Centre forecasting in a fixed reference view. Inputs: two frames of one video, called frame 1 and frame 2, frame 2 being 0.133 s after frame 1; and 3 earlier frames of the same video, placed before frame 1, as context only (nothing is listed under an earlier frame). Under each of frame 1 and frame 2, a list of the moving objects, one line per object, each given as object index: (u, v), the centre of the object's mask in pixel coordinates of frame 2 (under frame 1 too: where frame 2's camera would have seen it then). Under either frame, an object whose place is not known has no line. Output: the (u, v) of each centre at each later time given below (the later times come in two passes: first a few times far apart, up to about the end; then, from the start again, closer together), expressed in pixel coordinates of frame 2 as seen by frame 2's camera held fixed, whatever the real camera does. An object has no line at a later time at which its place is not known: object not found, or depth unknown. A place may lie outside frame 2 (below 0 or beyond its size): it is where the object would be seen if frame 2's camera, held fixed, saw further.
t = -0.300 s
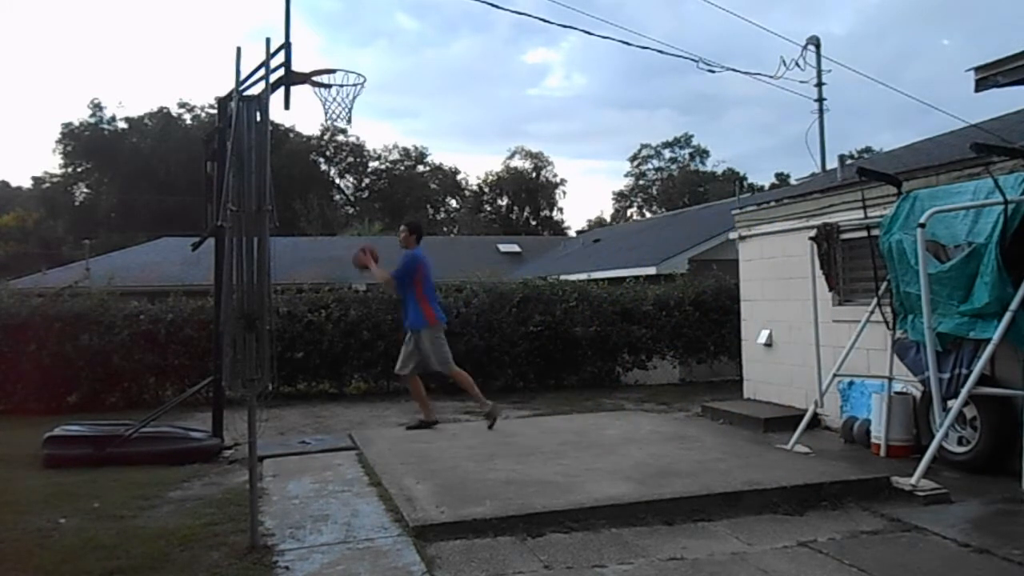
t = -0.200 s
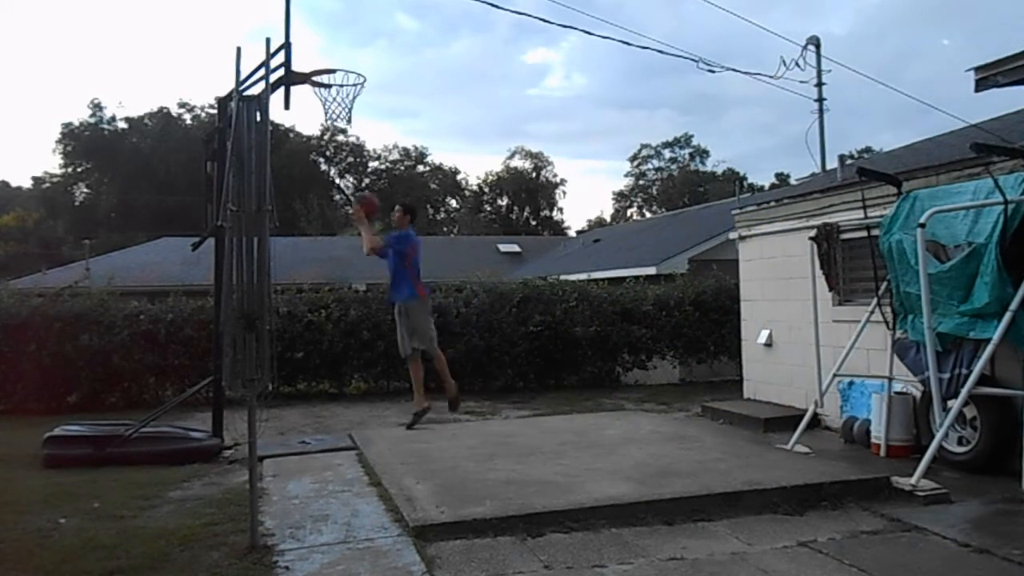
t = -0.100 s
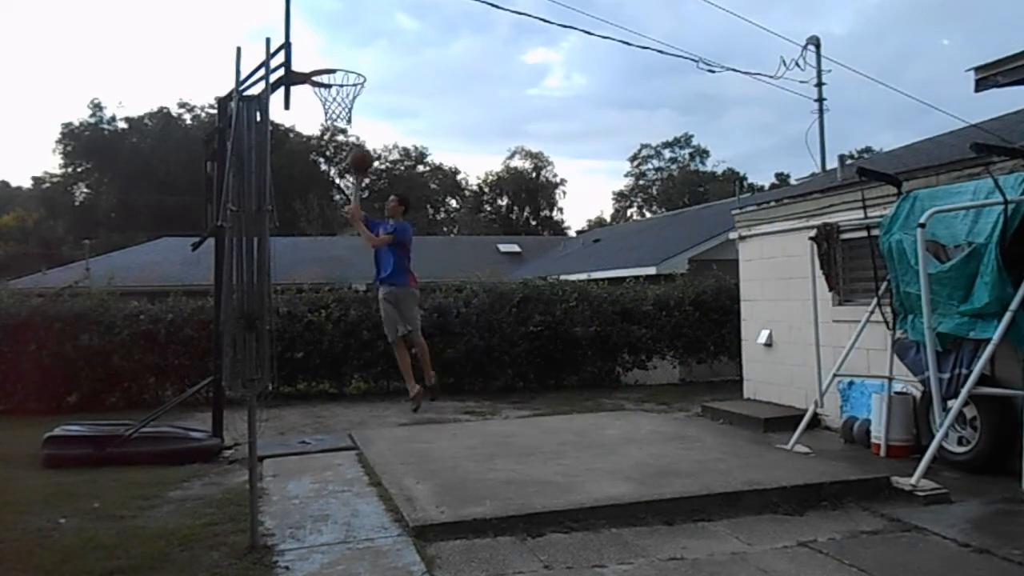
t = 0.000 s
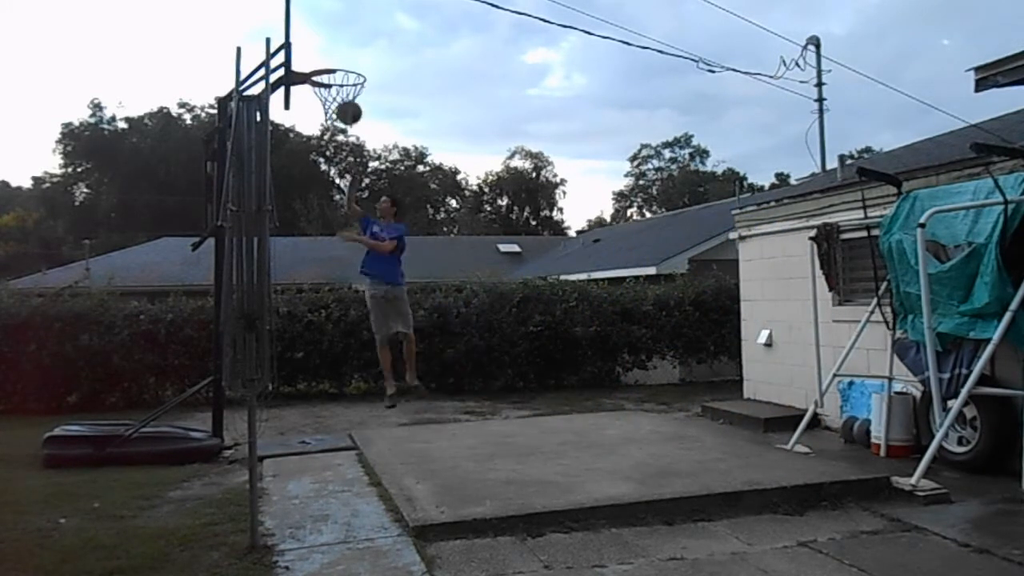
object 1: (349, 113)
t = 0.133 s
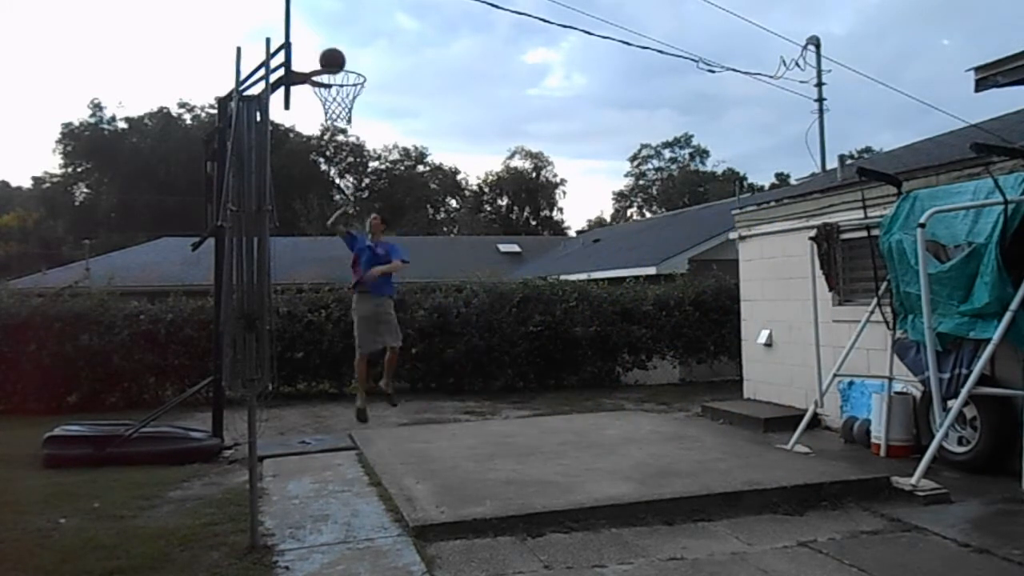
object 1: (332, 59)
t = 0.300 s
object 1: (311, 21)
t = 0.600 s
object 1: (326, 48)
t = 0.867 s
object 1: (347, 101)
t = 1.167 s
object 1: (324, 134)
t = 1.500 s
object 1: (306, 283)
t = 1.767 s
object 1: (303, 390)
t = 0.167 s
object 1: (328, 50)
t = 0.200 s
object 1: (324, 41)
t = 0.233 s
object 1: (319, 33)
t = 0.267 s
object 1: (315, 27)
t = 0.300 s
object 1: (311, 21)
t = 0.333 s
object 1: (306, 17)
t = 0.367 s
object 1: (303, 14)
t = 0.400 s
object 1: (306, 15)
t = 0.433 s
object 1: (310, 17)
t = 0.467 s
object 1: (313, 21)
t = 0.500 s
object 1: (316, 25)
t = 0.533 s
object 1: (319, 31)
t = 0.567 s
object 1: (323, 39)
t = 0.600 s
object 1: (326, 48)
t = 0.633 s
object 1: (330, 57)
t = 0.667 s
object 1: (334, 67)
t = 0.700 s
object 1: (340, 74)
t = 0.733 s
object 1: (345, 82)
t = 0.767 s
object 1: (351, 92)
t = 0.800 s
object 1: (352, 99)
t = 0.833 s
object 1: (350, 100)
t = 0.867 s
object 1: (347, 101)
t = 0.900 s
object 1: (344, 102)
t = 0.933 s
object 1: (342, 104)
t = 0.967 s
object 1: (339, 105)
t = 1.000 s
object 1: (336, 108)
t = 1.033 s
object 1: (333, 111)
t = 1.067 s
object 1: (331, 115)
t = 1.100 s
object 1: (329, 120)
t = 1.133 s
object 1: (327, 126)
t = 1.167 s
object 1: (324, 134)
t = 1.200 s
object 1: (321, 142)
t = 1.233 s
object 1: (319, 152)
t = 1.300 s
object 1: (315, 176)
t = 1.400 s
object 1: (310, 222)
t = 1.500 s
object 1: (306, 283)
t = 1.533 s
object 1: (305, 306)
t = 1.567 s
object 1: (303, 330)
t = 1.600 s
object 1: (300, 355)
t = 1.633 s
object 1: (299, 382)
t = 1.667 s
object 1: (297, 409)
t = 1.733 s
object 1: (299, 410)
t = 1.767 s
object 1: (303, 390)
